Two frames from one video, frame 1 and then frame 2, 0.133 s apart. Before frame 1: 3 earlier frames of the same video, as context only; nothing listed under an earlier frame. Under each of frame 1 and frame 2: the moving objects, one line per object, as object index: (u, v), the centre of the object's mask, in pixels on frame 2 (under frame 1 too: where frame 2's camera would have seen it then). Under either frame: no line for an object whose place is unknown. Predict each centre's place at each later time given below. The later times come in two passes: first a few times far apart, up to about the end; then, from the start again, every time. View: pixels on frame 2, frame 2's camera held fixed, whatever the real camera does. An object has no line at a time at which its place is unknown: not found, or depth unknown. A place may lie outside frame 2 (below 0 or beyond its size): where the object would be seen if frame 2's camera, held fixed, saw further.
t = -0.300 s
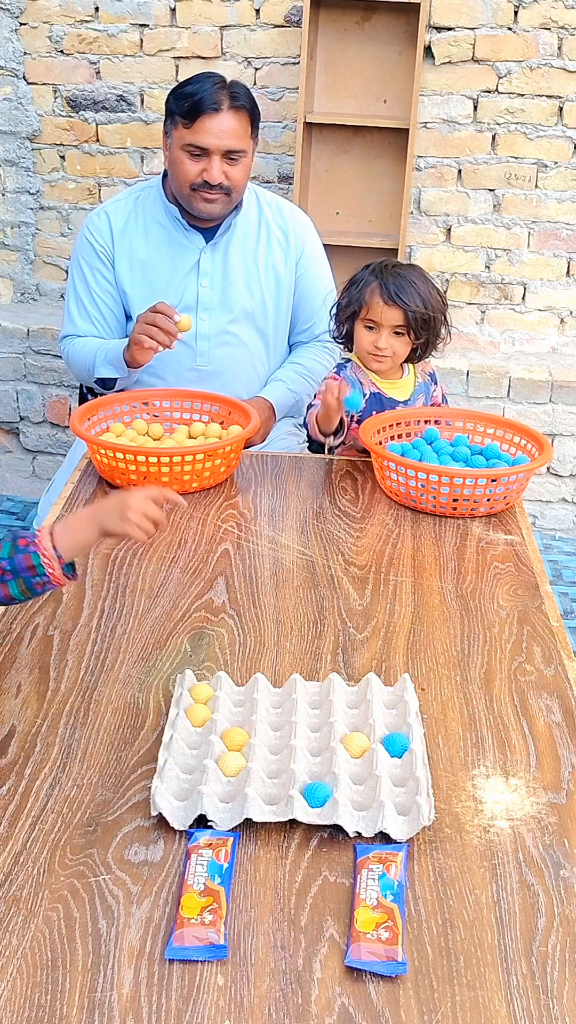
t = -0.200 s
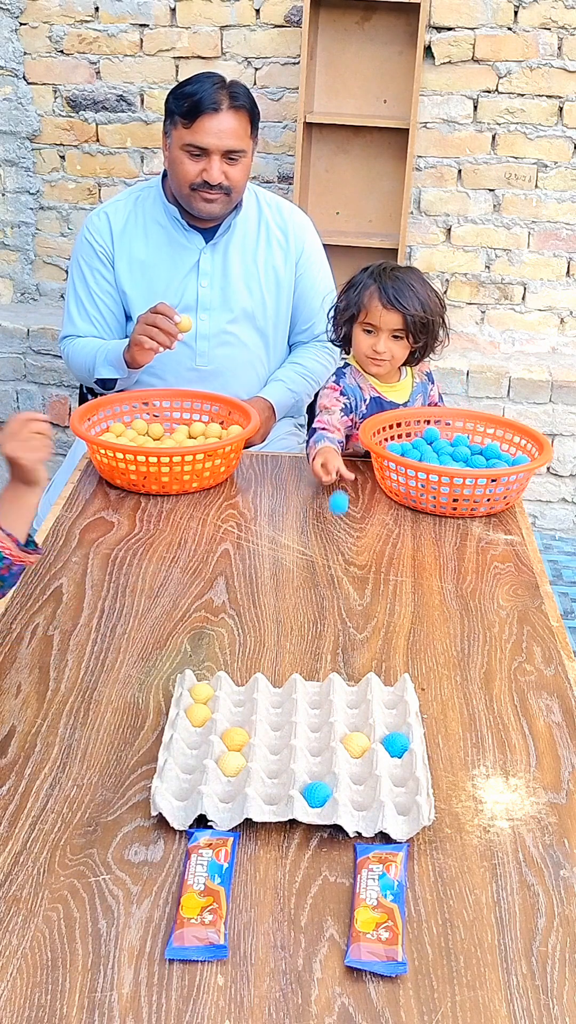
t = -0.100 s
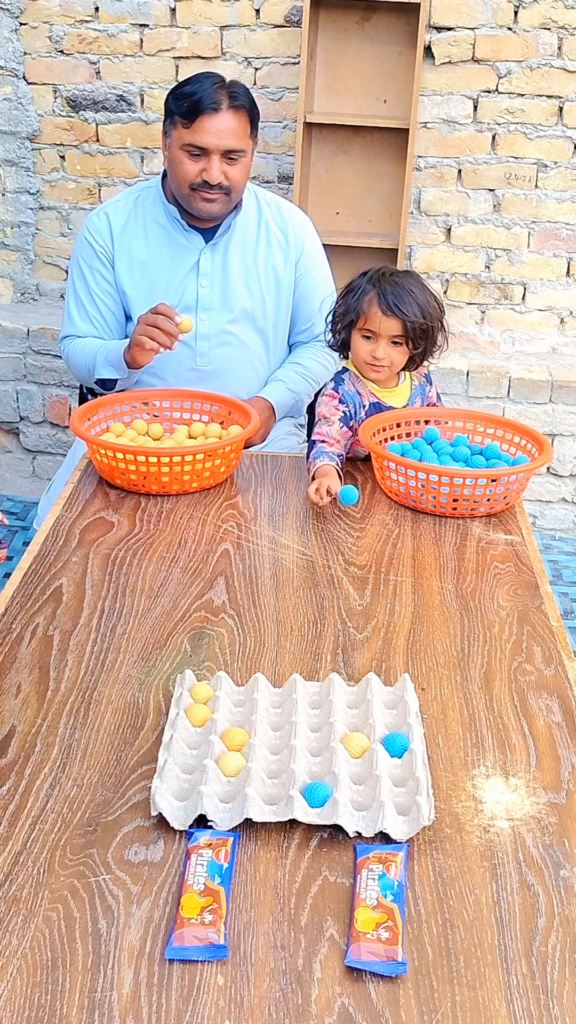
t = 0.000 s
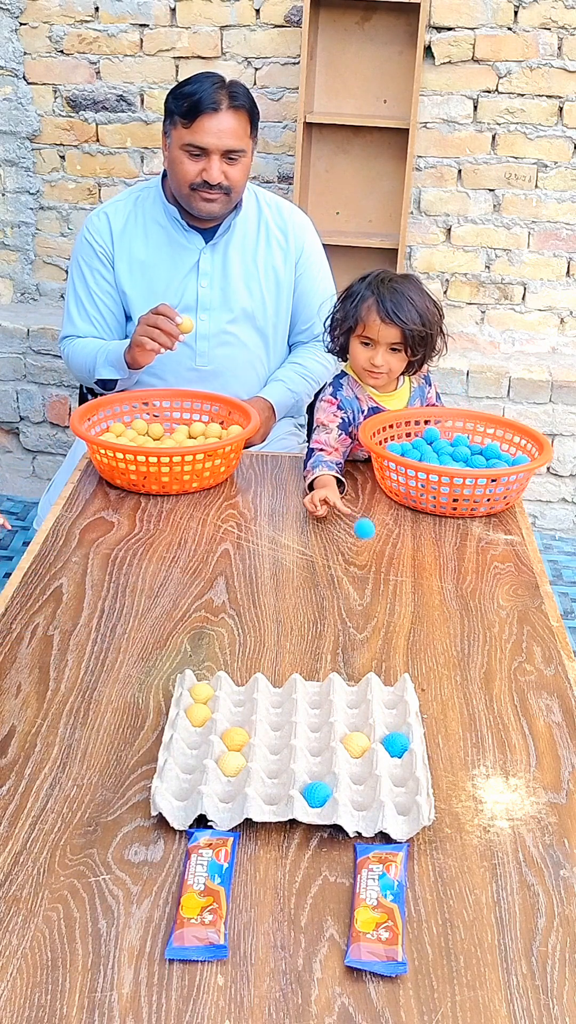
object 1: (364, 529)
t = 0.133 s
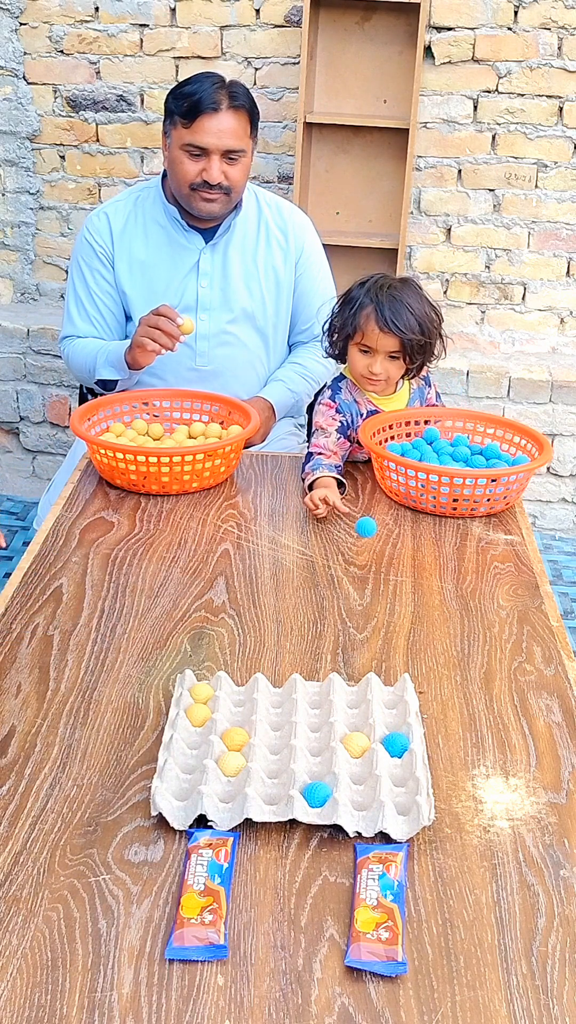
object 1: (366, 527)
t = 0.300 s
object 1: (360, 546)
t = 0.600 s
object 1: (344, 575)
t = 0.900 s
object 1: (313, 592)
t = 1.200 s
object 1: (294, 578)
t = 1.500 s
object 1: (300, 571)
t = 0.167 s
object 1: (364, 534)
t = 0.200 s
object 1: (362, 547)
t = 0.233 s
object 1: (360, 560)
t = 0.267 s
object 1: (360, 550)
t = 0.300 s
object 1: (360, 546)
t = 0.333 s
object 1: (359, 549)
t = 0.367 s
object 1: (358, 558)
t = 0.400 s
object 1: (357, 574)
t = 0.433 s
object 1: (356, 565)
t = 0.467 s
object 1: (354, 562)
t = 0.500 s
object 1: (352, 565)
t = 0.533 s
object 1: (350, 574)
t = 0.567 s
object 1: (347, 580)
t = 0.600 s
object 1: (344, 575)
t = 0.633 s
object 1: (342, 577)
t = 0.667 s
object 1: (339, 586)
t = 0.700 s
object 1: (335, 590)
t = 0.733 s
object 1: (332, 590)
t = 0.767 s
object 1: (327, 592)
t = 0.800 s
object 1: (323, 591)
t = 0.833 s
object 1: (320, 592)
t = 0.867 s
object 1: (316, 591)
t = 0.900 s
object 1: (313, 592)
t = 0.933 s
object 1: (310, 591)
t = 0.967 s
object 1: (307, 589)
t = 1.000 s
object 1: (304, 588)
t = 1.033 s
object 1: (302, 586)
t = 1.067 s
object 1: (300, 584)
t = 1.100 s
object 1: (299, 583)
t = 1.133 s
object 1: (297, 581)
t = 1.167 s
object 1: (295, 579)
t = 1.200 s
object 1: (294, 578)
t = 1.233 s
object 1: (293, 577)
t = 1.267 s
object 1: (292, 575)
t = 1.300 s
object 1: (292, 575)
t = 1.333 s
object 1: (292, 574)
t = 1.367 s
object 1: (293, 573)
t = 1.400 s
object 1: (294, 572)
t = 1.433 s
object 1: (296, 572)
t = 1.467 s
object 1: (298, 572)
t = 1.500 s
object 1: (300, 571)
